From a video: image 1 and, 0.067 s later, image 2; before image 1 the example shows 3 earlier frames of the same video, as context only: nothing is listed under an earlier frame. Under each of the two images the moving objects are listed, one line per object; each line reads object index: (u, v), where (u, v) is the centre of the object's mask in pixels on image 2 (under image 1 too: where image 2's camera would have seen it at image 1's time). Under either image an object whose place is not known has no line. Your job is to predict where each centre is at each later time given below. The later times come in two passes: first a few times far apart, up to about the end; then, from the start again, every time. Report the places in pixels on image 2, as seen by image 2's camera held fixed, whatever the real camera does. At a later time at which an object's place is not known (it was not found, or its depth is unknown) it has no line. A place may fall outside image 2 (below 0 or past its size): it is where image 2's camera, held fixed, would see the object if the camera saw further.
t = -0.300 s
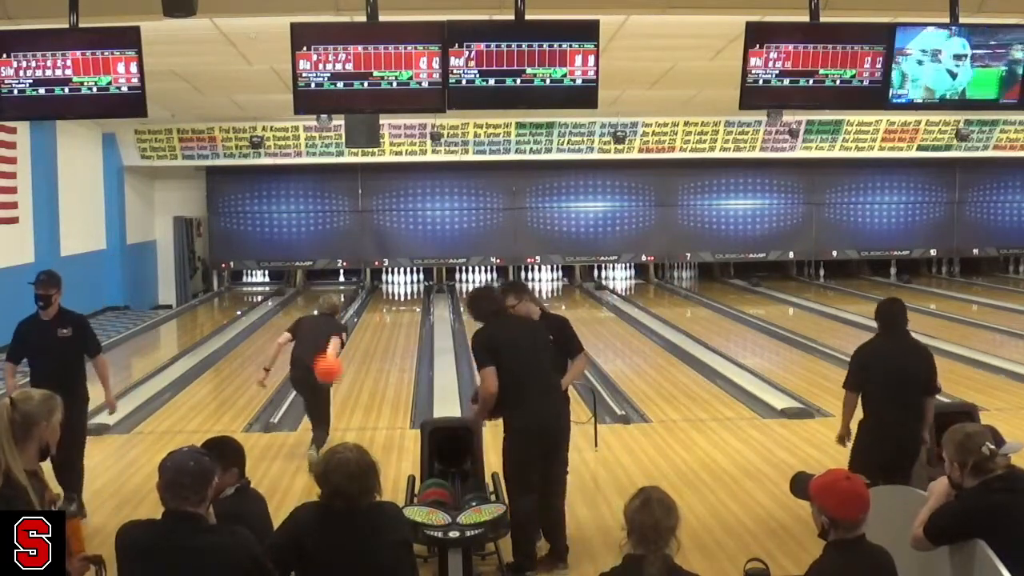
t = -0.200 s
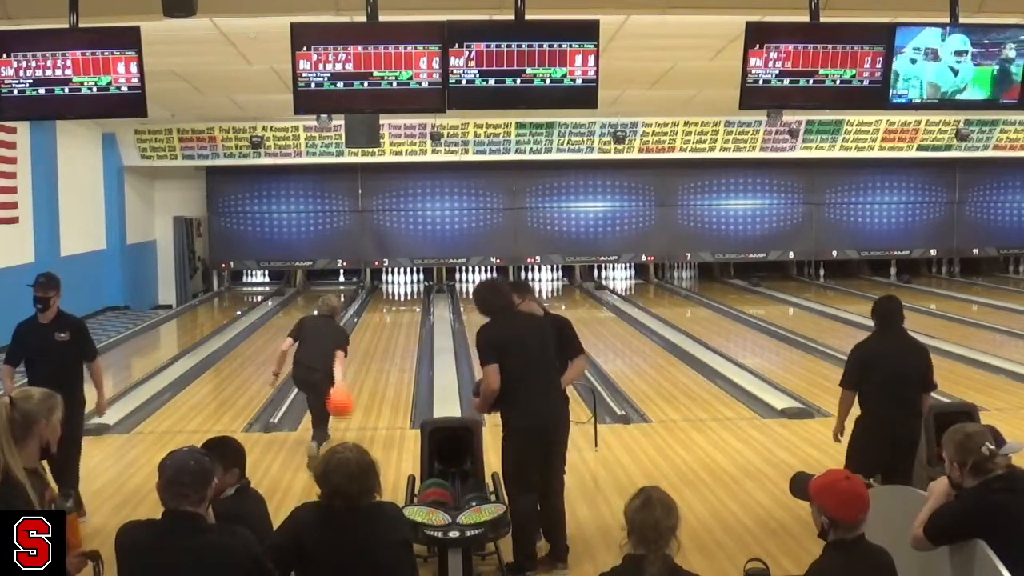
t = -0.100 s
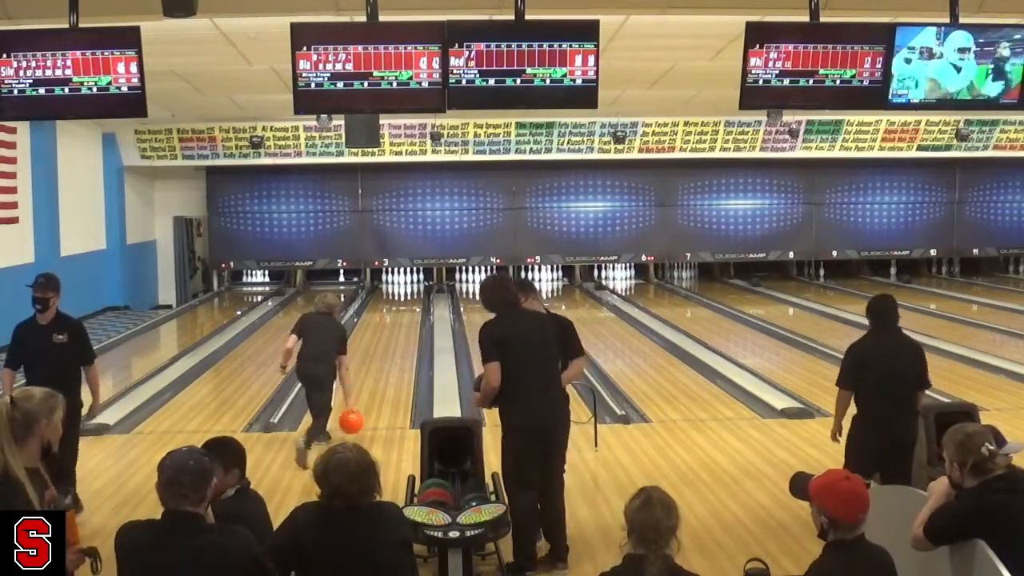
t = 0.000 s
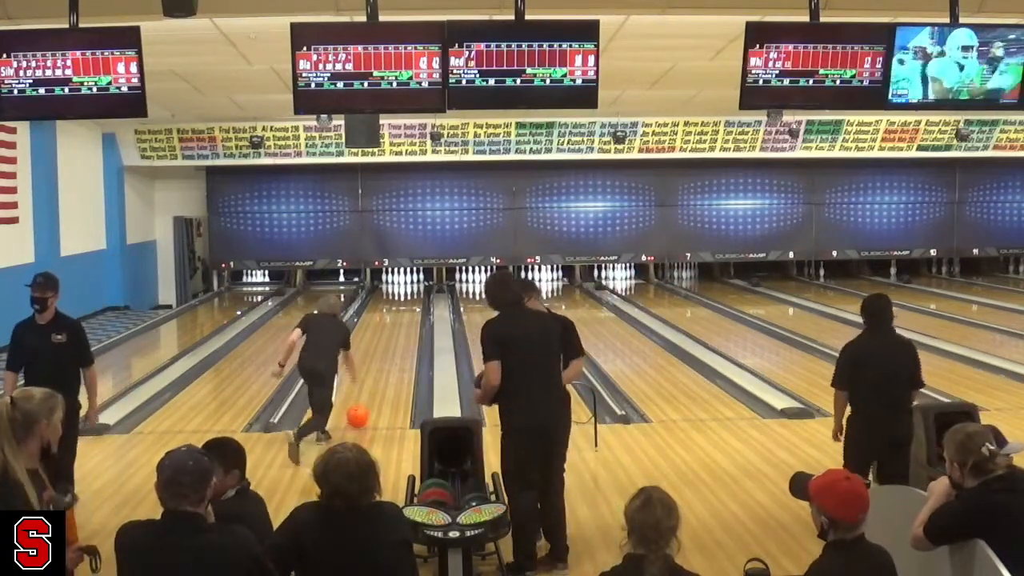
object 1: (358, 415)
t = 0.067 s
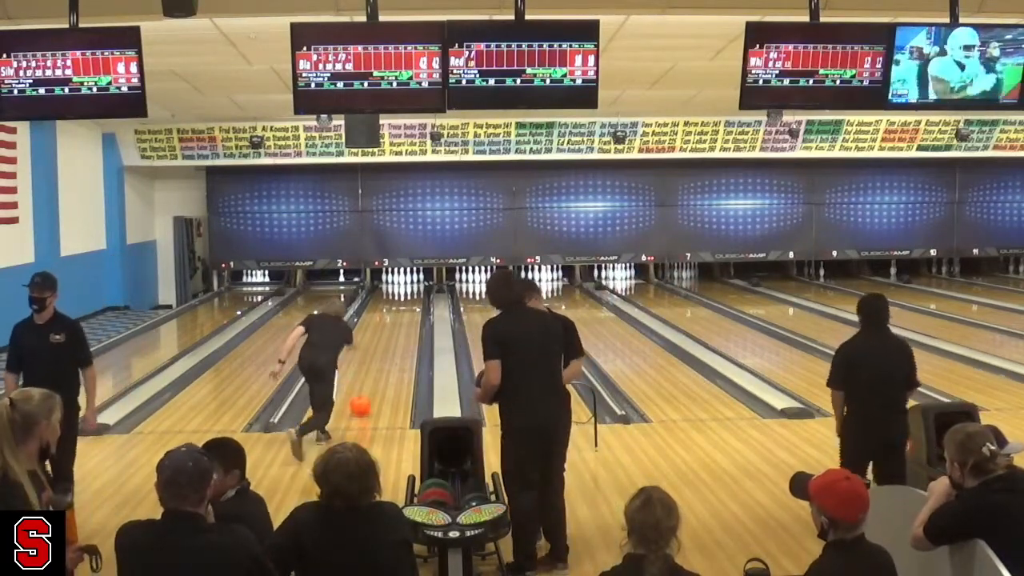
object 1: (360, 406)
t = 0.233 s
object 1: (367, 384)
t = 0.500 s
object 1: (378, 355)
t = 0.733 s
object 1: (382, 339)
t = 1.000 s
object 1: (389, 321)
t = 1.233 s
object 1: (390, 309)
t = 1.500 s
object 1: (391, 300)
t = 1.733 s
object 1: (394, 293)
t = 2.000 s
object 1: (396, 286)
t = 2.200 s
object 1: (396, 280)
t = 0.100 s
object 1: (362, 401)
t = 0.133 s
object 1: (363, 396)
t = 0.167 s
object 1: (365, 392)
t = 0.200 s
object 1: (366, 388)
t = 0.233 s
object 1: (367, 384)
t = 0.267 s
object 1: (368, 380)
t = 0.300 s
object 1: (369, 377)
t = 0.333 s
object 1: (371, 373)
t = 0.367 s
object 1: (371, 370)
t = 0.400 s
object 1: (371, 369)
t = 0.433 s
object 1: (370, 367)
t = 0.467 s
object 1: (378, 355)
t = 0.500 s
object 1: (378, 355)
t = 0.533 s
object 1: (378, 353)
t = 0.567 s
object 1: (379, 351)
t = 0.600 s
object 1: (380, 347)
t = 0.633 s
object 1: (380, 346)
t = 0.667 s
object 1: (381, 344)
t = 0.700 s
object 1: (382, 341)
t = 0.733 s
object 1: (382, 339)
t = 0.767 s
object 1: (383, 337)
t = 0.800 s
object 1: (384, 334)
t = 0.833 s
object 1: (385, 333)
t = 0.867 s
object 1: (385, 330)
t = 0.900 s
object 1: (387, 327)
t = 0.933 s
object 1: (387, 325)
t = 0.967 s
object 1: (388, 323)
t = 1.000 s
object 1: (389, 321)
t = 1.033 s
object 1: (389, 318)
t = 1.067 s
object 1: (390, 317)
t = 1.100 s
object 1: (390, 316)
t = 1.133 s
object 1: (390, 313)
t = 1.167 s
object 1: (390, 312)
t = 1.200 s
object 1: (390, 311)
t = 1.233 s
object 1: (390, 309)
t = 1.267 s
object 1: (390, 308)
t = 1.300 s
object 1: (390, 307)
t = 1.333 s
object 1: (390, 306)
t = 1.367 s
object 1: (390, 305)
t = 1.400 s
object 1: (391, 304)
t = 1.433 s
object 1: (391, 302)
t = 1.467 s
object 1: (391, 300)
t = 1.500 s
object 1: (391, 300)
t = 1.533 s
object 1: (392, 299)
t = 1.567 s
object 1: (392, 297)
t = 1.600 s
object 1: (393, 297)
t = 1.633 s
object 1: (393, 296)
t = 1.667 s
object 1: (393, 295)
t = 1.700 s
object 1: (394, 294)
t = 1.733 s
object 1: (394, 293)
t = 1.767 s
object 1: (394, 293)
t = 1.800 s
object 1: (395, 291)
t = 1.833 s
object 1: (395, 290)
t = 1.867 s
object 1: (395, 290)
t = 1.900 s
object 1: (395, 288)
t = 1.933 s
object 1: (396, 286)
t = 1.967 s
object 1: (396, 286)
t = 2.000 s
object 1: (396, 286)
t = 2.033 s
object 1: (396, 285)
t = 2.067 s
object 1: (396, 284)
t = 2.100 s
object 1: (396, 283)
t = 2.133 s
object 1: (396, 284)
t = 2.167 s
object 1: (397, 283)
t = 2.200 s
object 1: (396, 280)
